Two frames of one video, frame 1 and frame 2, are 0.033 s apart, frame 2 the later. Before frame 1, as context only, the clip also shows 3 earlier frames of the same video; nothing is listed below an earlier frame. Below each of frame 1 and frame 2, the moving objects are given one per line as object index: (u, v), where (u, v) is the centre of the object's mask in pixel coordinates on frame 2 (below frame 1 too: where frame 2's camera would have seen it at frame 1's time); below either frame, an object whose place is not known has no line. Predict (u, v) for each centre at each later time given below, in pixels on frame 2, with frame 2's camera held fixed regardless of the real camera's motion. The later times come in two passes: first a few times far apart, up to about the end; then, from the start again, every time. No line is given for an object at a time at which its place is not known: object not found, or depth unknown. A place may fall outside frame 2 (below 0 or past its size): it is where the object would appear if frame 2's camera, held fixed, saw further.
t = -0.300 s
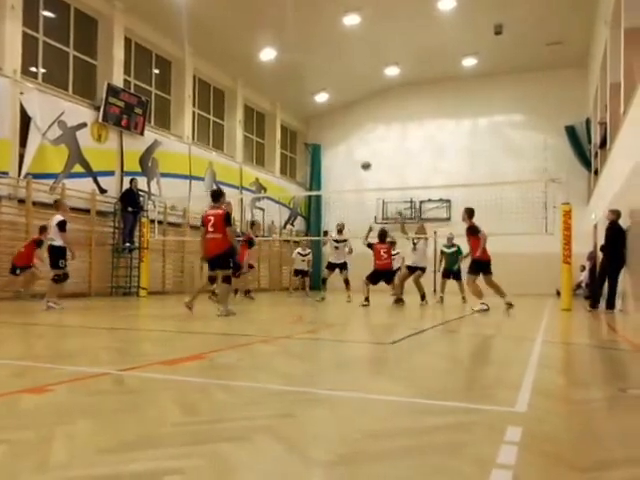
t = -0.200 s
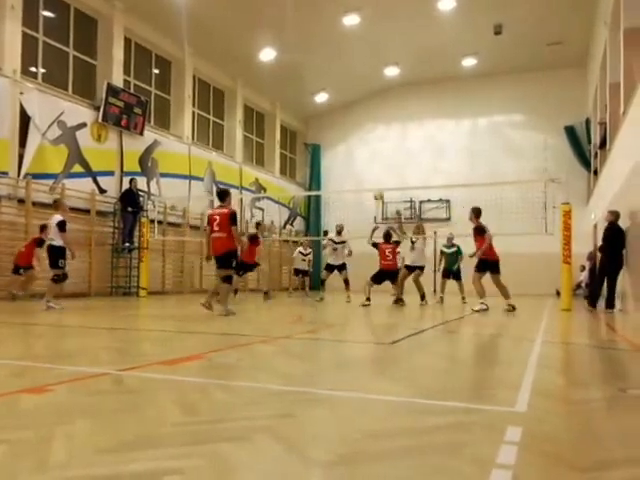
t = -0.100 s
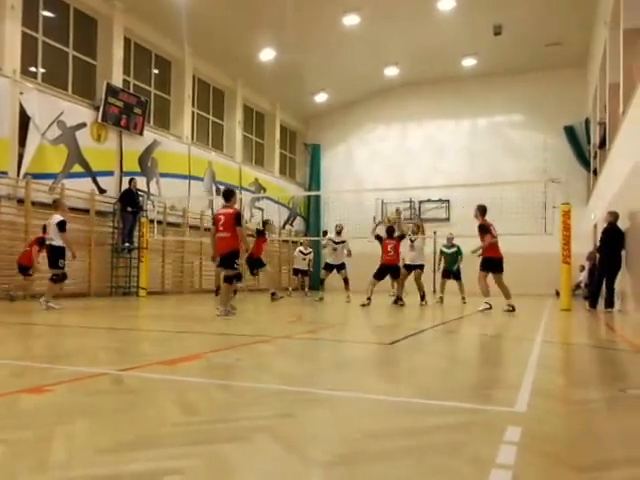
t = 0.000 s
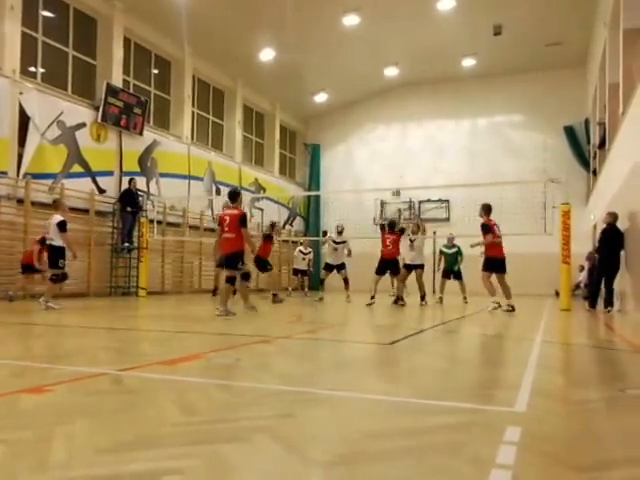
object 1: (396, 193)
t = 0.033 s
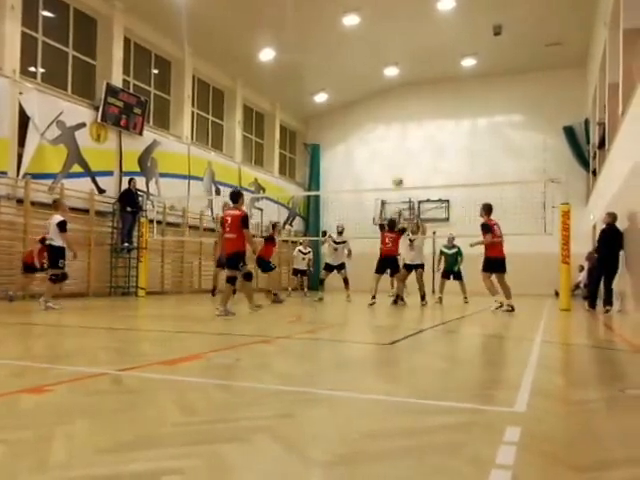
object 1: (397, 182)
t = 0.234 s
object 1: (411, 128)
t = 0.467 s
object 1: (428, 88)
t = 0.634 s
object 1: (441, 77)
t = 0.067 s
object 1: (399, 172)
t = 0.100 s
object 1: (402, 162)
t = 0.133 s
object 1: (405, 152)
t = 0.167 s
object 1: (407, 143)
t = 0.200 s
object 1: (409, 135)
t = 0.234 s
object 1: (411, 128)
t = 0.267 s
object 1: (414, 120)
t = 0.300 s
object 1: (416, 114)
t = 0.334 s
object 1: (418, 108)
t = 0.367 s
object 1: (420, 102)
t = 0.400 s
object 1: (423, 97)
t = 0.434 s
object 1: (425, 92)
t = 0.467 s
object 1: (428, 88)
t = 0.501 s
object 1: (430, 84)
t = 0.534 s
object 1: (433, 81)
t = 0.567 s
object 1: (436, 79)
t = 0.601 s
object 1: (438, 77)
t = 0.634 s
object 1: (441, 77)
